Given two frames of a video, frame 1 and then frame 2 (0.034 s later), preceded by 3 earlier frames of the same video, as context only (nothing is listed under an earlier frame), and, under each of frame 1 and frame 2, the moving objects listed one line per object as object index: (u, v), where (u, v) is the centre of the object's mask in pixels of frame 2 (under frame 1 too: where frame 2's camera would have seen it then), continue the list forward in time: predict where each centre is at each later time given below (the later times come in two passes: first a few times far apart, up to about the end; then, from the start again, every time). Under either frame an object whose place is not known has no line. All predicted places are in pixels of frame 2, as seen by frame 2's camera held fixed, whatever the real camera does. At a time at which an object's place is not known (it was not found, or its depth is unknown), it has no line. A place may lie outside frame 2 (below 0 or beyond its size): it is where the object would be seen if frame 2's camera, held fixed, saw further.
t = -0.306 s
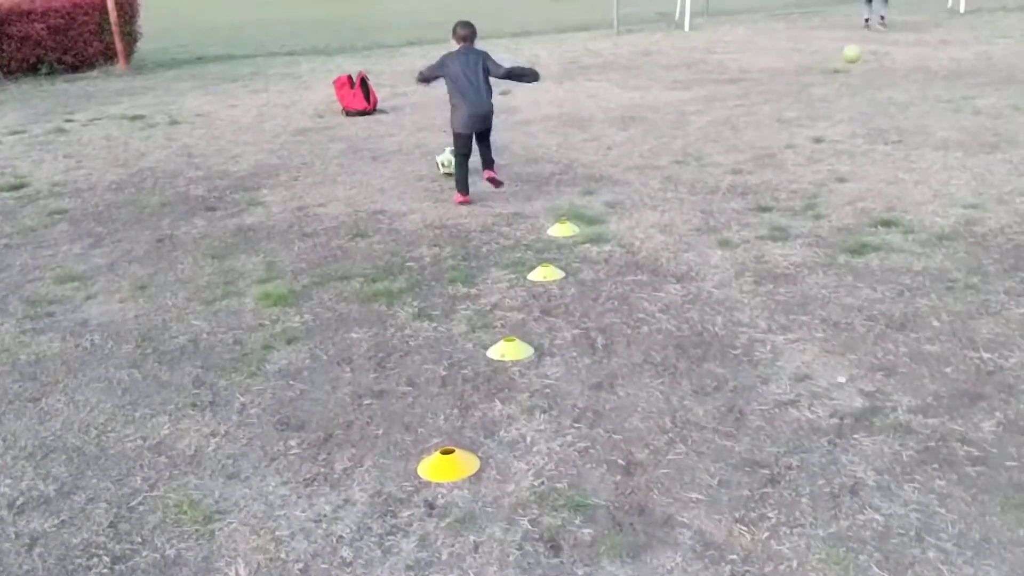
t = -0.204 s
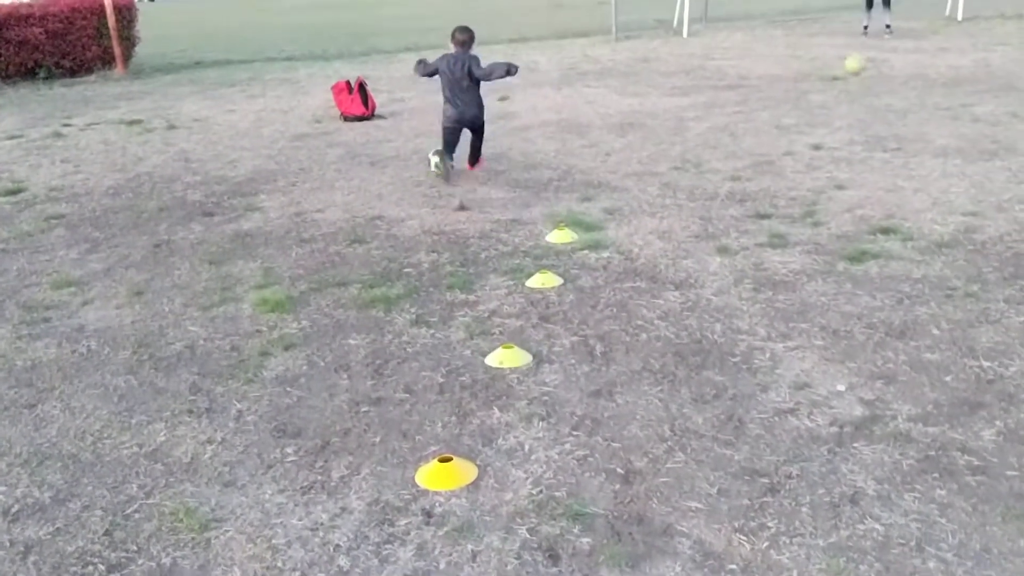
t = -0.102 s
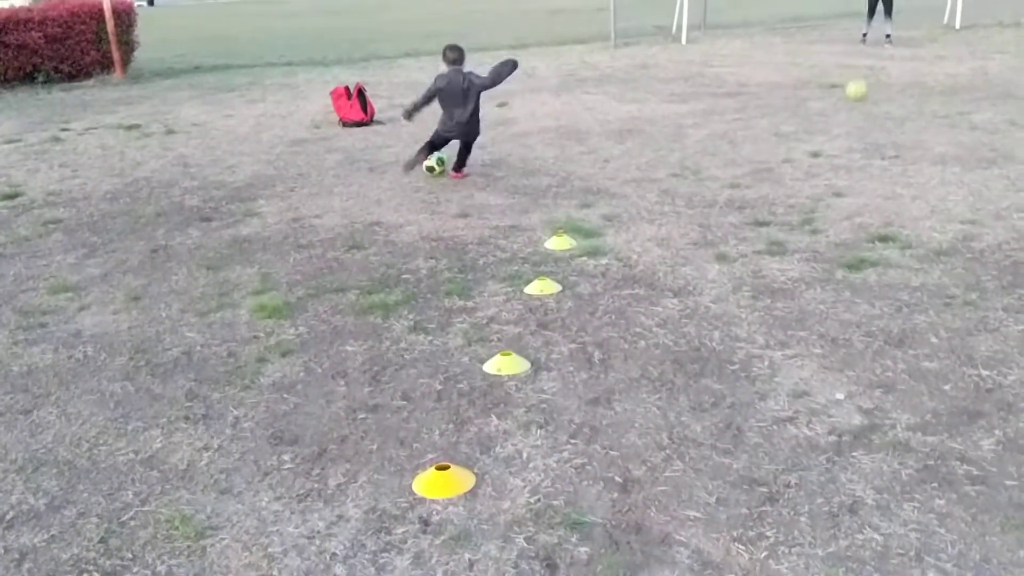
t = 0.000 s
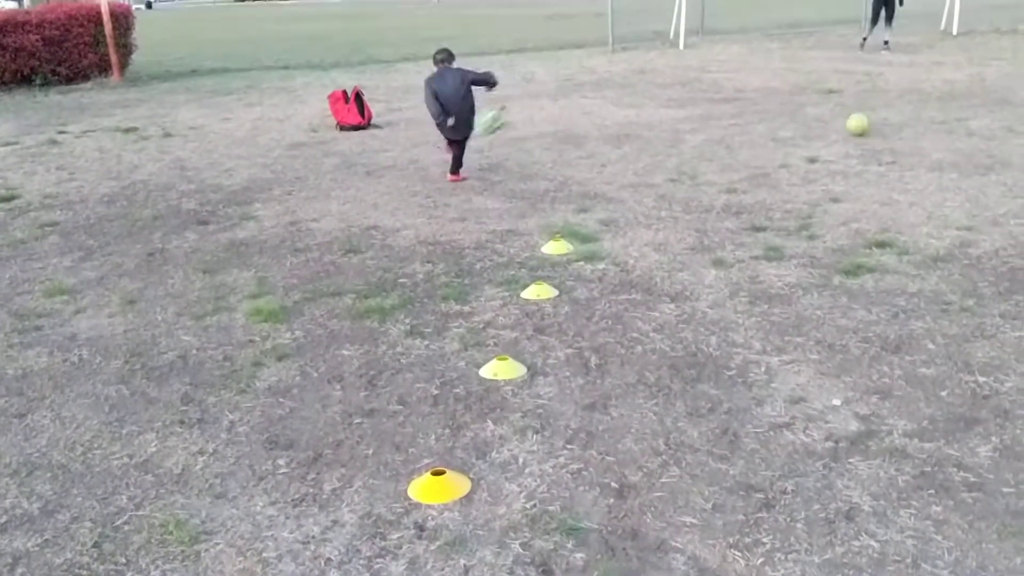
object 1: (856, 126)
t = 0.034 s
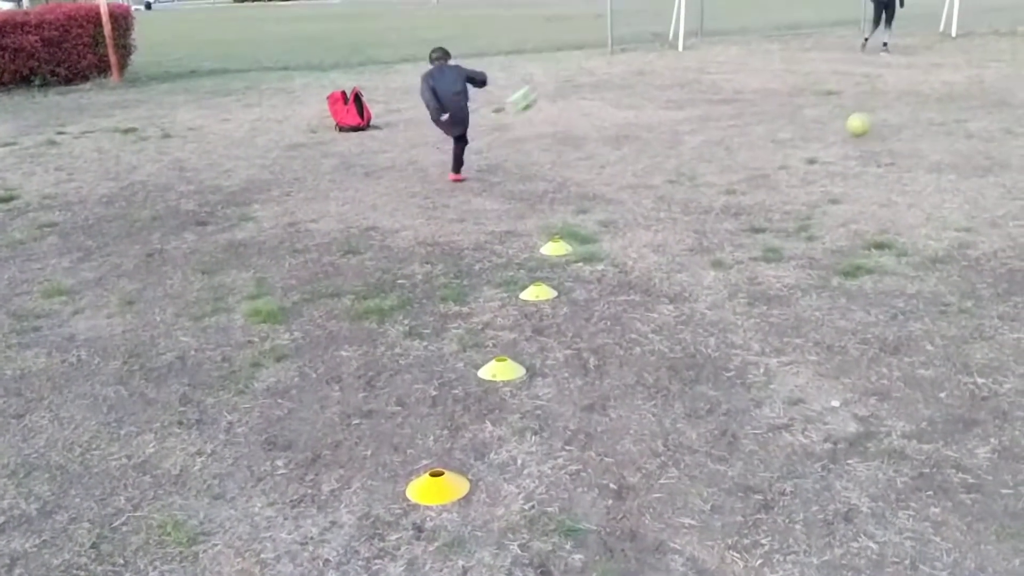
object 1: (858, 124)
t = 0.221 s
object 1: (869, 141)
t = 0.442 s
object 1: (889, 174)
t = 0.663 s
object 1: (915, 195)
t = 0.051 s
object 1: (858, 124)
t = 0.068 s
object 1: (859, 124)
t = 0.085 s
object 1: (860, 124)
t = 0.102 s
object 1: (861, 124)
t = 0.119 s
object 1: (863, 126)
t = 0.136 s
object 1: (863, 127)
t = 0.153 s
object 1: (864, 129)
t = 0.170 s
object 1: (866, 132)
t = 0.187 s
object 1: (867, 135)
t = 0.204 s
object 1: (869, 138)
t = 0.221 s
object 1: (869, 141)
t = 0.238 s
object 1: (870, 146)
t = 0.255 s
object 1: (872, 151)
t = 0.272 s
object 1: (873, 155)
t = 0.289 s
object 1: (875, 160)
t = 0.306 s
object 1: (876, 161)
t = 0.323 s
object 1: (877, 160)
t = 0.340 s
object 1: (879, 161)
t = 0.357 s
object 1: (880, 162)
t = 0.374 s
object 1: (882, 163)
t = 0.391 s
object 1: (884, 165)
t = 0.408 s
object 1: (886, 168)
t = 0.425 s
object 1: (887, 170)
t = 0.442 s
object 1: (889, 174)
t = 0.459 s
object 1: (891, 177)
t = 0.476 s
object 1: (892, 182)
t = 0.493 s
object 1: (894, 188)
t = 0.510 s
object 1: (896, 192)
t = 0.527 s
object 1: (899, 191)
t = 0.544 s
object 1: (900, 190)
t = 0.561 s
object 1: (902, 189)
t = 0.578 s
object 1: (905, 189)
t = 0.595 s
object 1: (905, 189)
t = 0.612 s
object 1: (909, 190)
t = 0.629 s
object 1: (910, 191)
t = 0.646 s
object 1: (913, 193)
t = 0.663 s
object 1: (915, 195)
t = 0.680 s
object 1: (917, 197)
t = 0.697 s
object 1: (919, 202)
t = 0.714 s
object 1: (922, 207)
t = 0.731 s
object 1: (924, 211)
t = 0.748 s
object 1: (926, 217)
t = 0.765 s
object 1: (929, 223)
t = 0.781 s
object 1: (931, 233)
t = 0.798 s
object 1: (934, 240)
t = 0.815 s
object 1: (936, 248)
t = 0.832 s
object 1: (938, 260)
